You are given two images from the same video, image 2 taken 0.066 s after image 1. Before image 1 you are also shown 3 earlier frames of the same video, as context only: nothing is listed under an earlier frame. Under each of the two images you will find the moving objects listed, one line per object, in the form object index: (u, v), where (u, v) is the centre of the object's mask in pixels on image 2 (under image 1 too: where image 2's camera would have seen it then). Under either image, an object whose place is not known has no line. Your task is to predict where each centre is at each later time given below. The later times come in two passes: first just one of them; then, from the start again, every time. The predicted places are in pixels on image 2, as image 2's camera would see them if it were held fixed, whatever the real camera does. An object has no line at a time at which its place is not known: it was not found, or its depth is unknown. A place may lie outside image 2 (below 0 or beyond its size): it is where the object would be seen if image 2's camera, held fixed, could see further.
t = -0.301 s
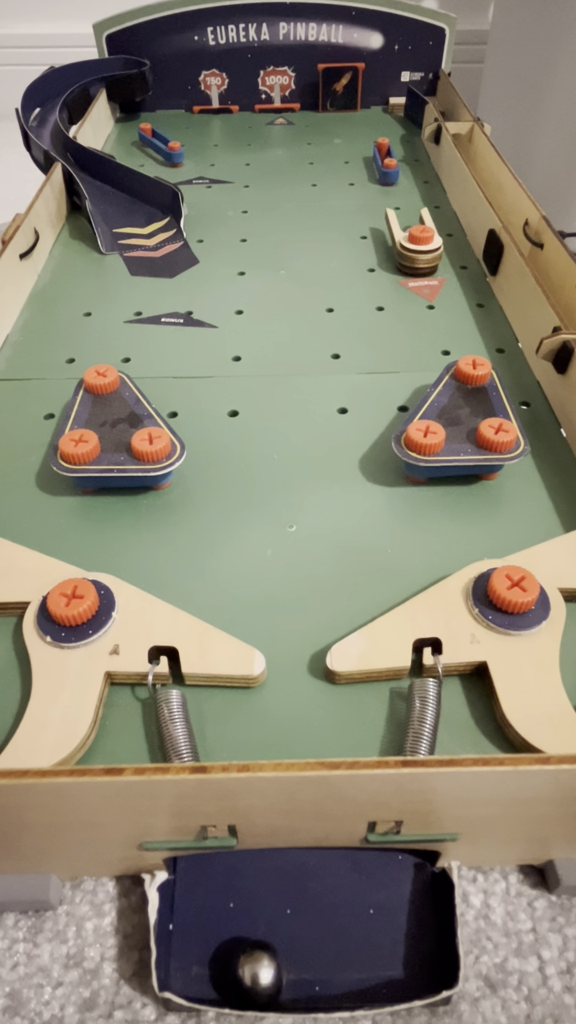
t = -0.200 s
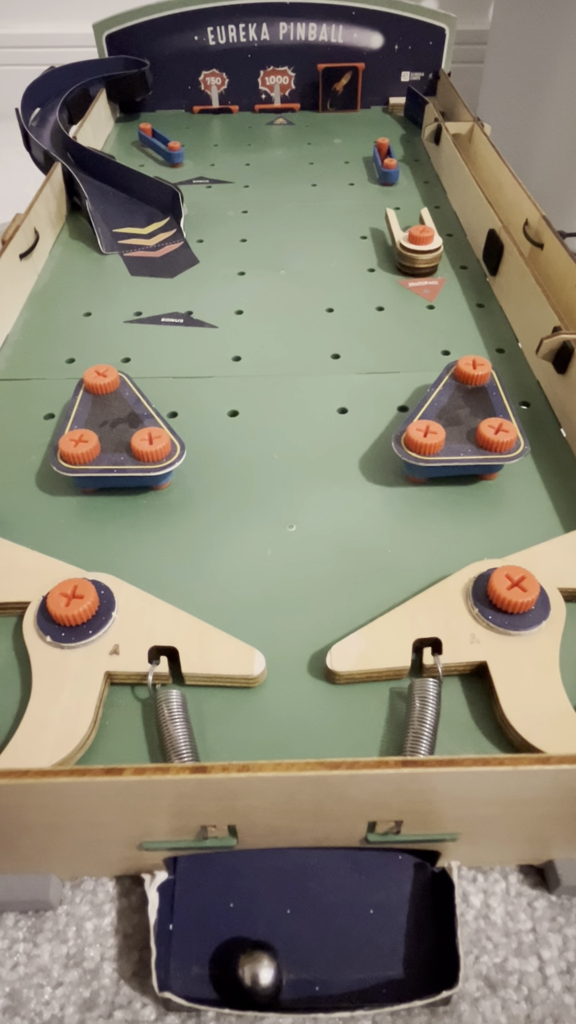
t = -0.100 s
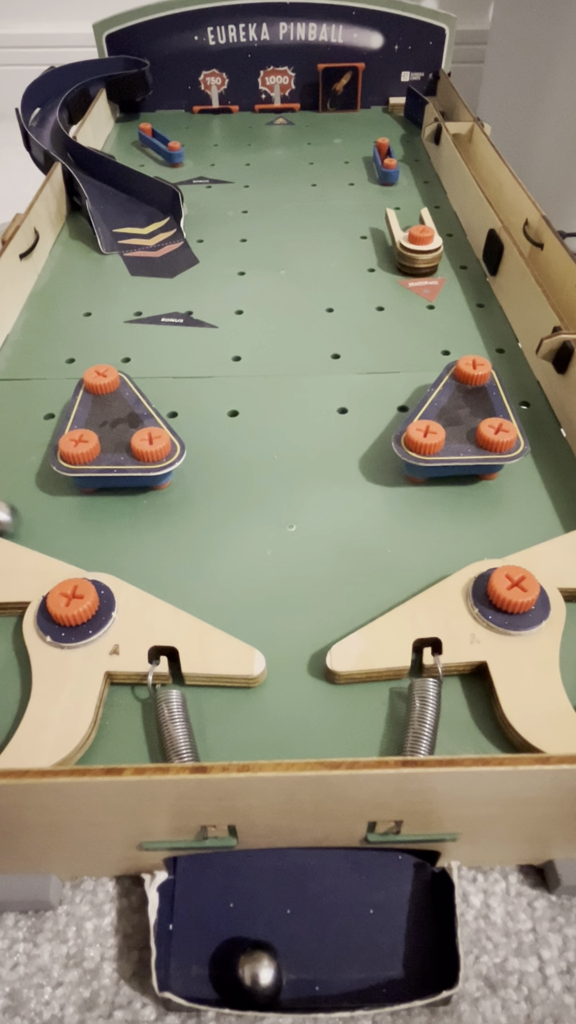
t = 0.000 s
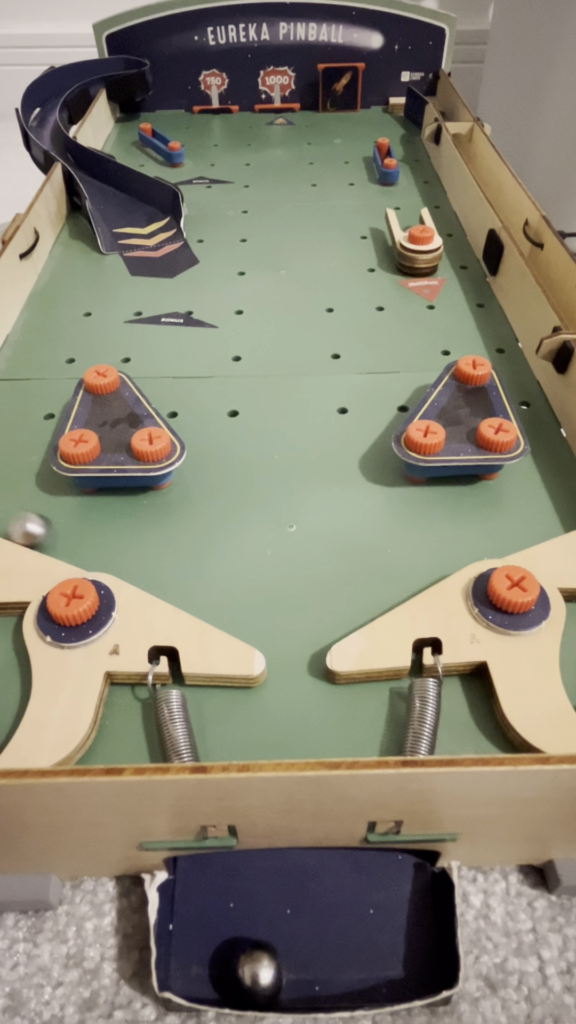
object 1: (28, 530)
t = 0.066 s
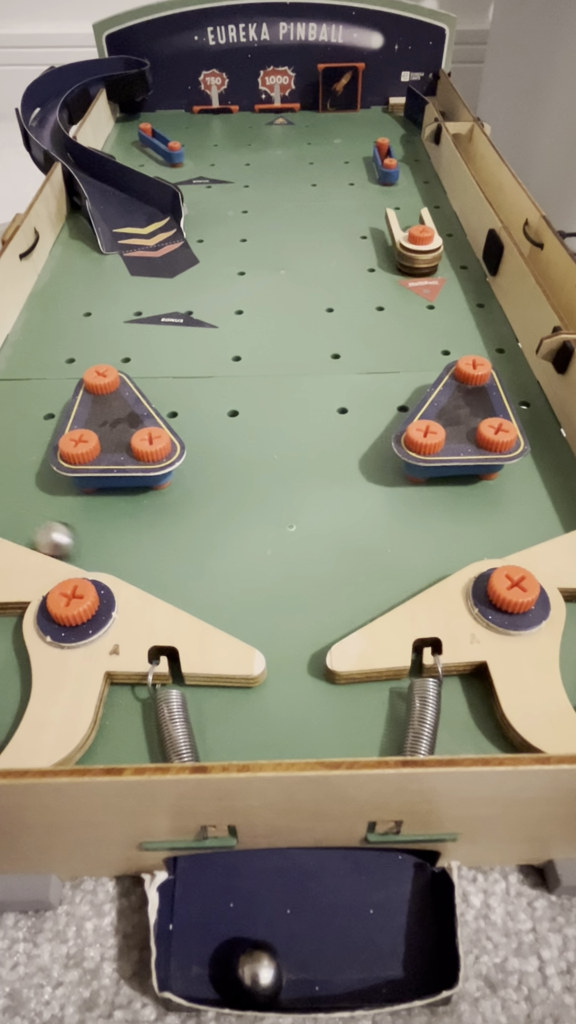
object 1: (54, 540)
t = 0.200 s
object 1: (118, 561)
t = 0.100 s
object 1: (68, 544)
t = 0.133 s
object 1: (83, 551)
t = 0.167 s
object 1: (99, 556)
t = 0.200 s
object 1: (118, 561)
